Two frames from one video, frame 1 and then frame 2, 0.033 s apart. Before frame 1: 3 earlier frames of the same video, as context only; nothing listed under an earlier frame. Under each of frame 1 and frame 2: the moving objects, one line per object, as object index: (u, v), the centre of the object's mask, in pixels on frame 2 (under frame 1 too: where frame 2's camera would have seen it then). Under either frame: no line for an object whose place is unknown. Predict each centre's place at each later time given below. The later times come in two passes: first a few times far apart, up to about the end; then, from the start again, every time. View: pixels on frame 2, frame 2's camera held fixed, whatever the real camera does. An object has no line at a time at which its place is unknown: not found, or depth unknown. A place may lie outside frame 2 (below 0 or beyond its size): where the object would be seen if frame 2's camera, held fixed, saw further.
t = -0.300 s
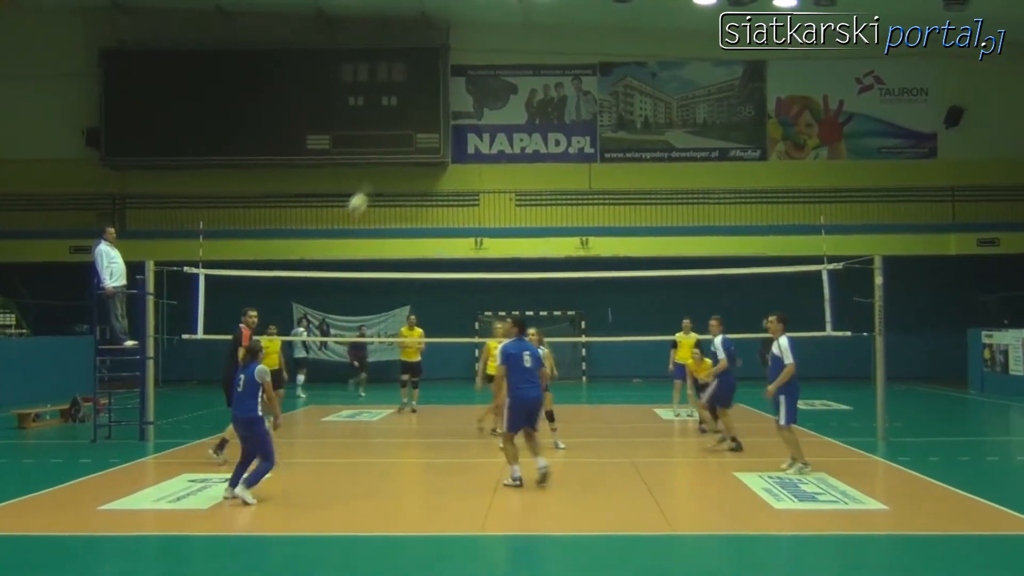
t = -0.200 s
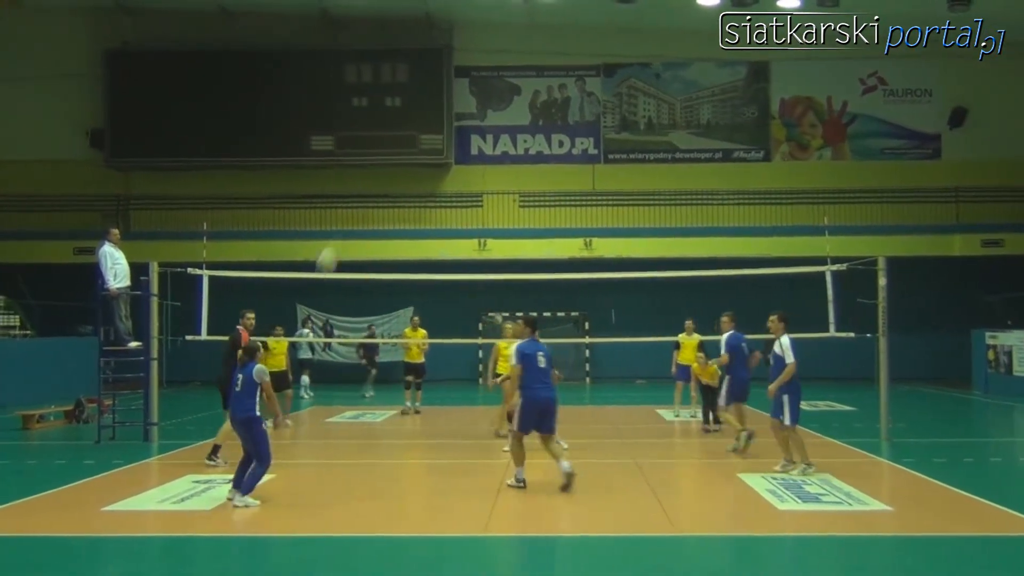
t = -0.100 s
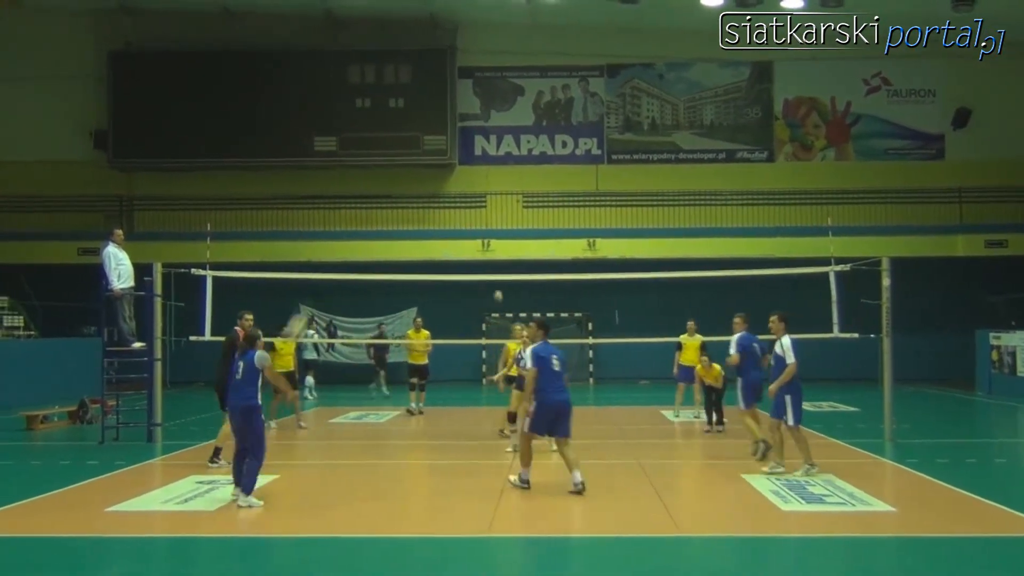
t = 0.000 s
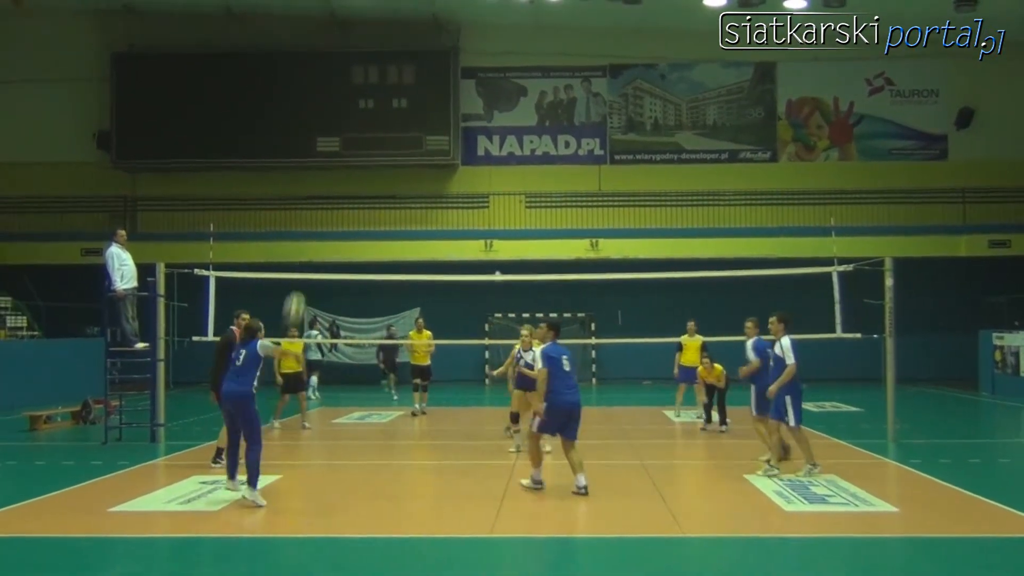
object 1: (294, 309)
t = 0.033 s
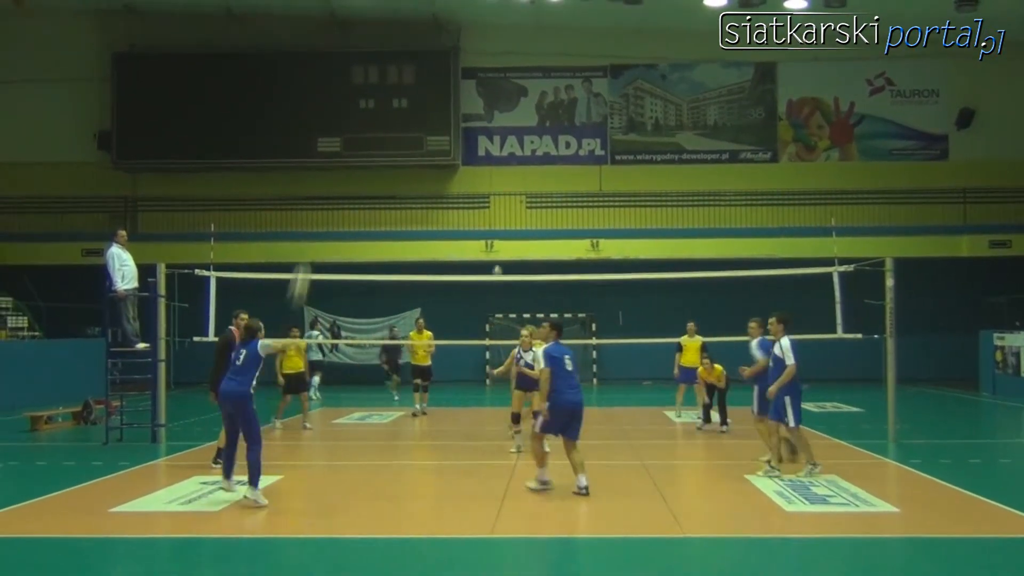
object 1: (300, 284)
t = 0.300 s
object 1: (338, 130)
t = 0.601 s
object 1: (375, 52)
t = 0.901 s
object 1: (407, 61)
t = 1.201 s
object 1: (438, 143)
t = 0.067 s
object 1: (304, 261)
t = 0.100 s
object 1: (310, 232)
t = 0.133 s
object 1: (315, 214)
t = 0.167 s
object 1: (319, 196)
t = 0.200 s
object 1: (324, 178)
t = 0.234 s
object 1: (329, 161)
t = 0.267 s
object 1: (333, 146)
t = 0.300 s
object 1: (338, 130)
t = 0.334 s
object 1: (342, 117)
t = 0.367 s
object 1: (346, 106)
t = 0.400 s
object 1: (351, 95)
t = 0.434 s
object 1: (355, 85)
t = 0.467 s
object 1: (359, 77)
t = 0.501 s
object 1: (364, 69)
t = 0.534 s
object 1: (367, 60)
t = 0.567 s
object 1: (371, 56)
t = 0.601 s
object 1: (375, 52)
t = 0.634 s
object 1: (379, 49)
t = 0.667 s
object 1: (382, 47)
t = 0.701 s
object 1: (385, 46)
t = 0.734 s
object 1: (389, 46)
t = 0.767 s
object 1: (393, 47)
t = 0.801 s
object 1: (396, 49)
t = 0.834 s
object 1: (399, 52)
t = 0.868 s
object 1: (403, 55)
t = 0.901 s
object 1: (407, 61)
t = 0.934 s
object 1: (411, 67)
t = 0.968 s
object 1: (414, 74)
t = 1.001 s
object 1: (418, 81)
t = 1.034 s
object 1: (421, 89)
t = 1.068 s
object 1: (424, 98)
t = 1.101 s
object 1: (428, 109)
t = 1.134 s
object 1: (431, 118)
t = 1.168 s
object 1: (434, 127)
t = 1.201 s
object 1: (438, 143)
